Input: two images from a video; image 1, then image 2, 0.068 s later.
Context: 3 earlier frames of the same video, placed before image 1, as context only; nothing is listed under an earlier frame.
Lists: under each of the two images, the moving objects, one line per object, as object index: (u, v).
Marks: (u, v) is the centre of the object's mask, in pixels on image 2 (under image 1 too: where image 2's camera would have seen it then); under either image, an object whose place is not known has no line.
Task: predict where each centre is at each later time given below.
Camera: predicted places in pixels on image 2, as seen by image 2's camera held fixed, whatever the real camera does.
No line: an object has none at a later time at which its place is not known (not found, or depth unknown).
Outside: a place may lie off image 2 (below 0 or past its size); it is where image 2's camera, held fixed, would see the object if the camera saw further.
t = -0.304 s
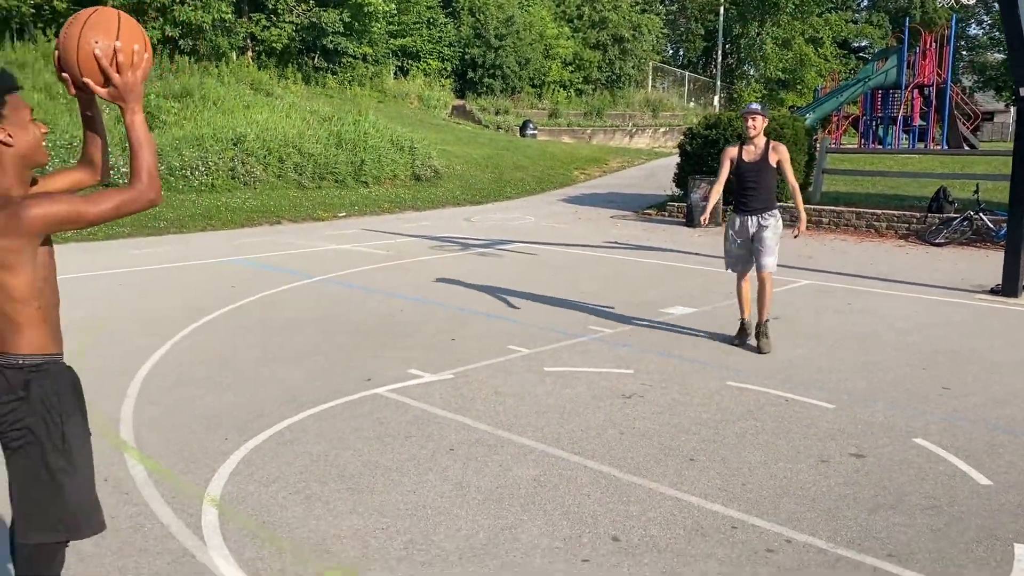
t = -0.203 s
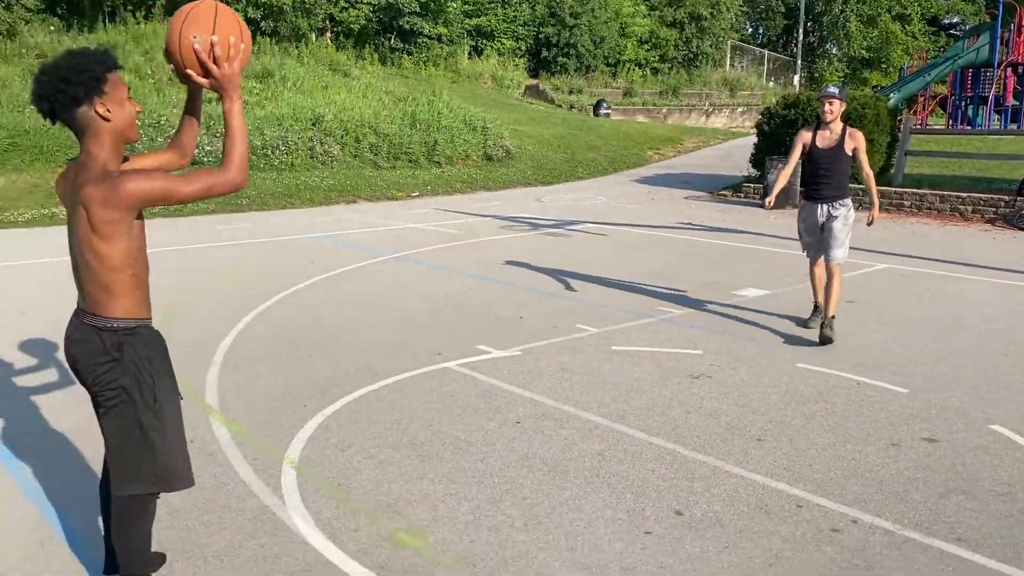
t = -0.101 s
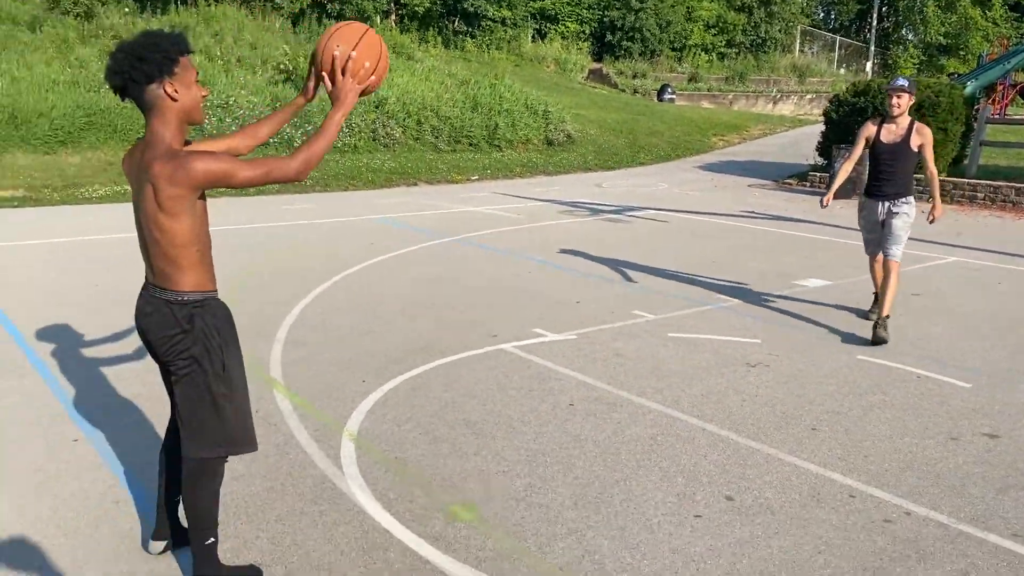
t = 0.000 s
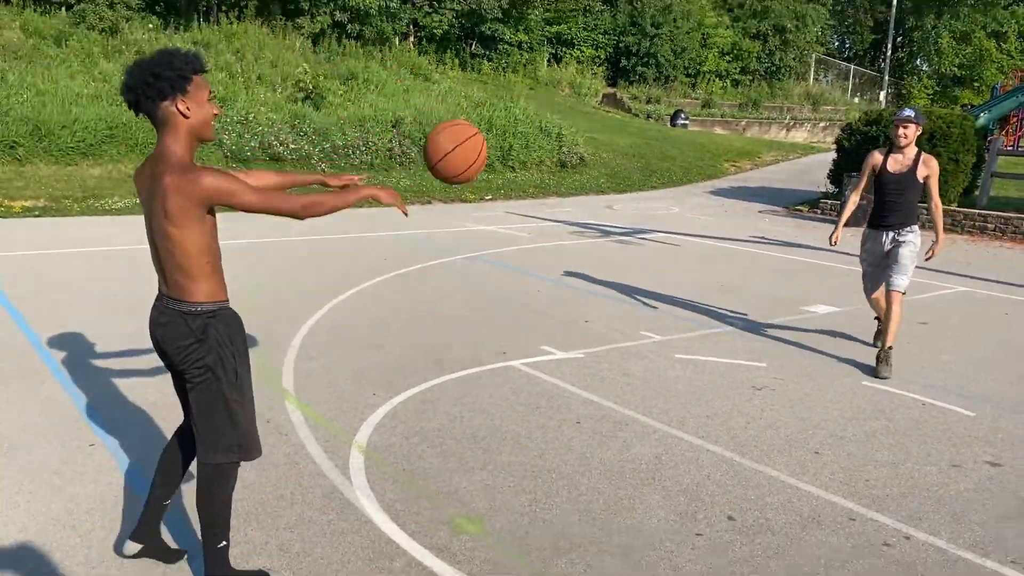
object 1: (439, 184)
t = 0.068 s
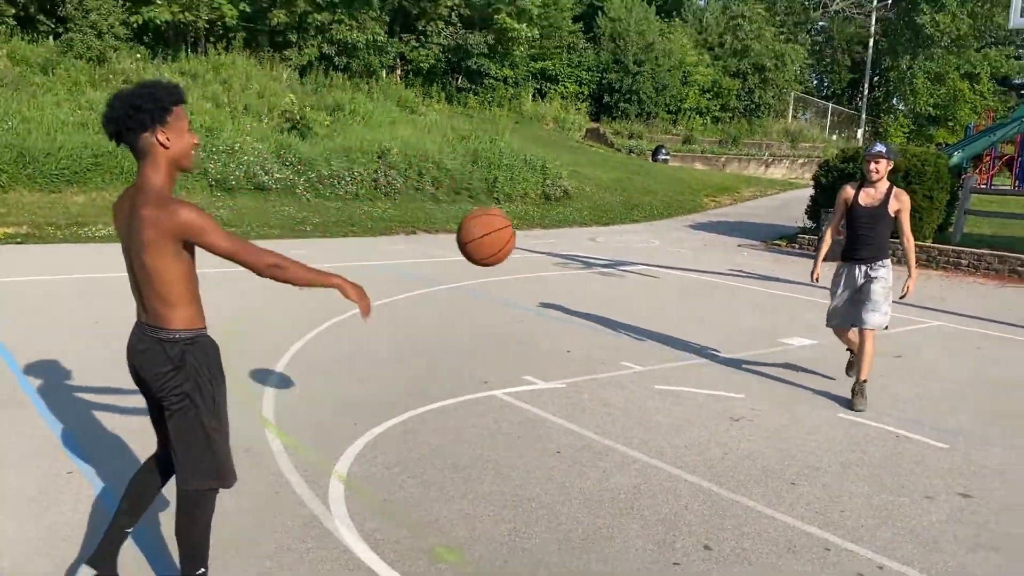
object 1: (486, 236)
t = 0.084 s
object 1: (497, 251)
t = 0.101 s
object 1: (507, 265)
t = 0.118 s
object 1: (516, 279)
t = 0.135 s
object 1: (525, 293)
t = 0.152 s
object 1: (535, 309)
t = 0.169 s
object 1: (544, 324)
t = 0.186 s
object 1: (553, 339)
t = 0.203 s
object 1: (562, 355)
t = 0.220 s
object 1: (570, 371)
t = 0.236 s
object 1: (578, 387)
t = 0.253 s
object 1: (586, 403)
